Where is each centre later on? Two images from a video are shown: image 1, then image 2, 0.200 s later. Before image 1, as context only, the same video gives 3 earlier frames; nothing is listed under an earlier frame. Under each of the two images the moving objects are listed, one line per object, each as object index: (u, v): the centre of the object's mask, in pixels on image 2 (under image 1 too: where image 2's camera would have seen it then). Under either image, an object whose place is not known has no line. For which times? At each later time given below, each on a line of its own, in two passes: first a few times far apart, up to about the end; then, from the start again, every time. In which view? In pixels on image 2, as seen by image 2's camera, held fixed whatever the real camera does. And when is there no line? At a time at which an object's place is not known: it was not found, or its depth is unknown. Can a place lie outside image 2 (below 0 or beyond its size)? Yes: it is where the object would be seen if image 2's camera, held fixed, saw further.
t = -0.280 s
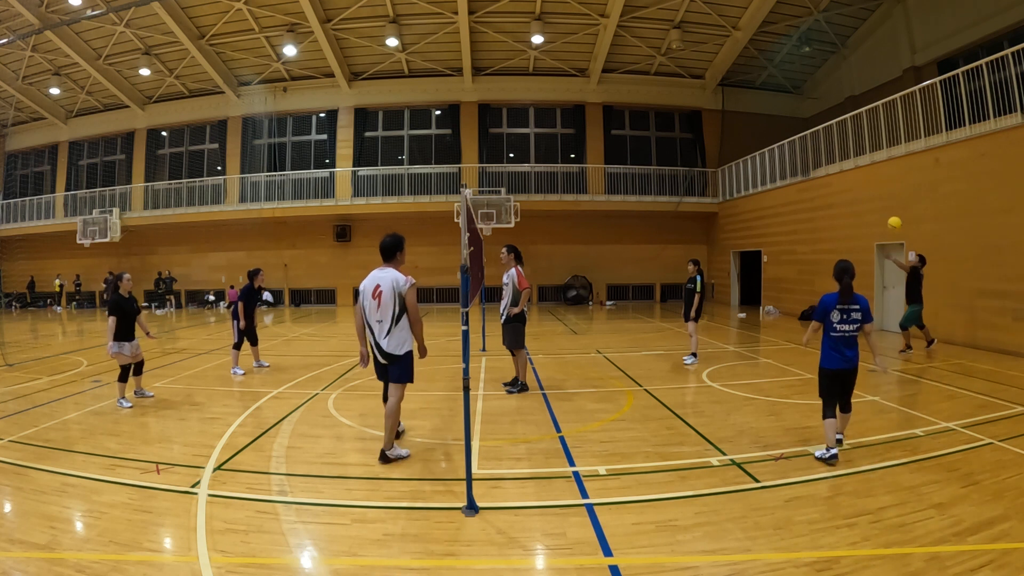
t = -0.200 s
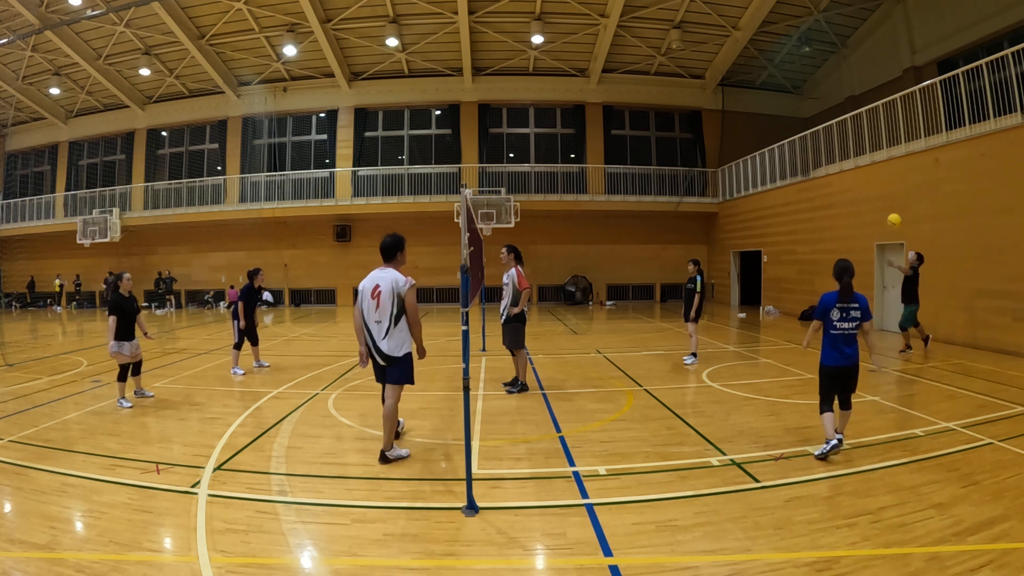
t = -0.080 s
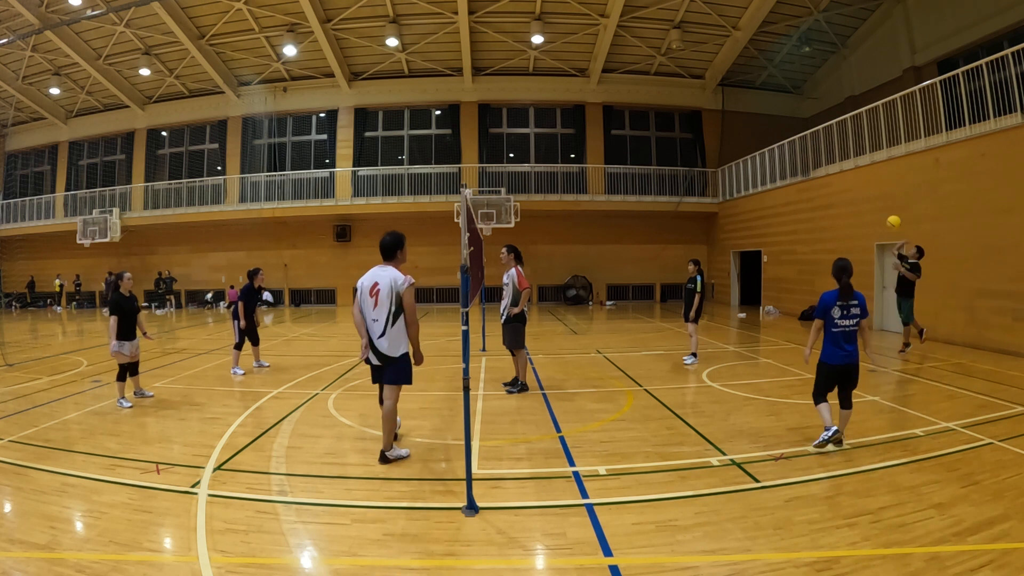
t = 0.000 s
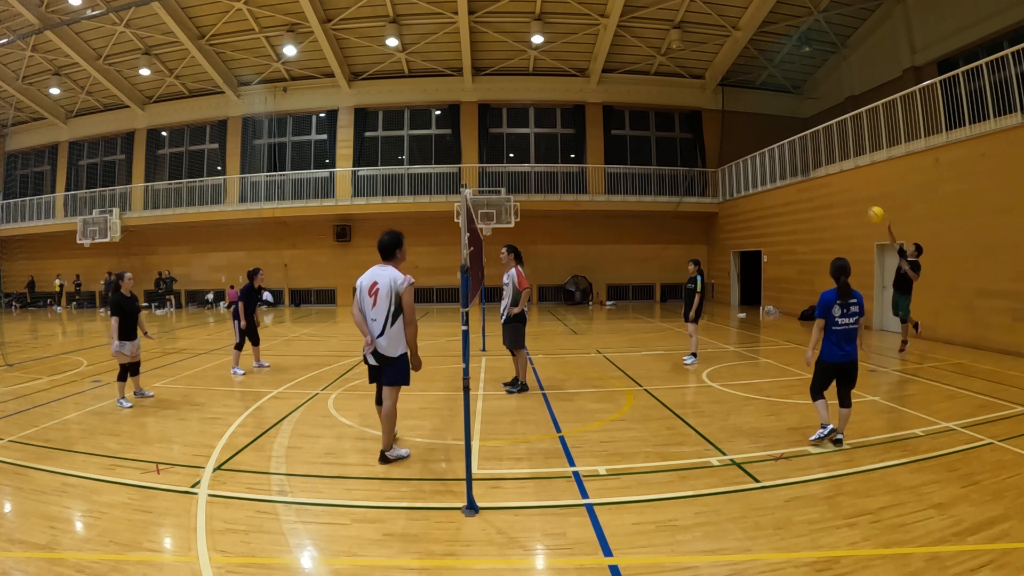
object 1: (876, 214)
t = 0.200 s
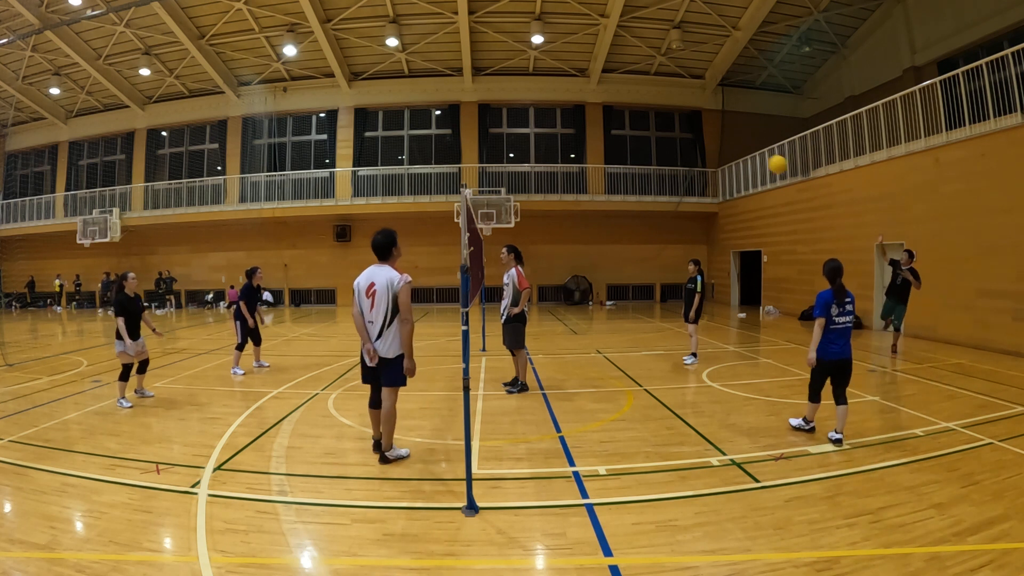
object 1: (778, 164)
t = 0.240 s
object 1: (755, 155)
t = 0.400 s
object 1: (657, 125)
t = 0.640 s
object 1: (482, 105)
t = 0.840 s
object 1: (328, 130)
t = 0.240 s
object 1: (755, 155)
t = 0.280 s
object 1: (733, 147)
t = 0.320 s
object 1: (709, 139)
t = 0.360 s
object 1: (684, 131)
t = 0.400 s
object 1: (657, 125)
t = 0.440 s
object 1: (630, 119)
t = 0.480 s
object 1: (601, 113)
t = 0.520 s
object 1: (572, 109)
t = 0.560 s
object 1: (542, 107)
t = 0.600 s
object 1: (512, 105)
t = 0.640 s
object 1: (482, 105)
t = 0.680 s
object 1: (450, 107)
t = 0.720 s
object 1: (420, 110)
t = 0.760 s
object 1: (389, 115)
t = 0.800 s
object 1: (360, 121)
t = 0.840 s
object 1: (328, 130)
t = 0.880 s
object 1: (300, 140)
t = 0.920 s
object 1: (271, 152)
